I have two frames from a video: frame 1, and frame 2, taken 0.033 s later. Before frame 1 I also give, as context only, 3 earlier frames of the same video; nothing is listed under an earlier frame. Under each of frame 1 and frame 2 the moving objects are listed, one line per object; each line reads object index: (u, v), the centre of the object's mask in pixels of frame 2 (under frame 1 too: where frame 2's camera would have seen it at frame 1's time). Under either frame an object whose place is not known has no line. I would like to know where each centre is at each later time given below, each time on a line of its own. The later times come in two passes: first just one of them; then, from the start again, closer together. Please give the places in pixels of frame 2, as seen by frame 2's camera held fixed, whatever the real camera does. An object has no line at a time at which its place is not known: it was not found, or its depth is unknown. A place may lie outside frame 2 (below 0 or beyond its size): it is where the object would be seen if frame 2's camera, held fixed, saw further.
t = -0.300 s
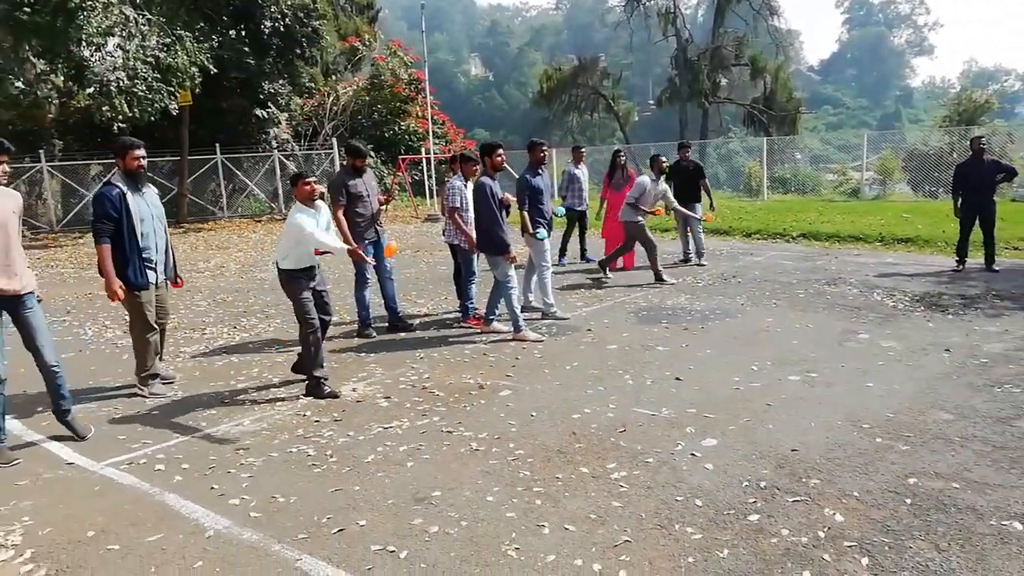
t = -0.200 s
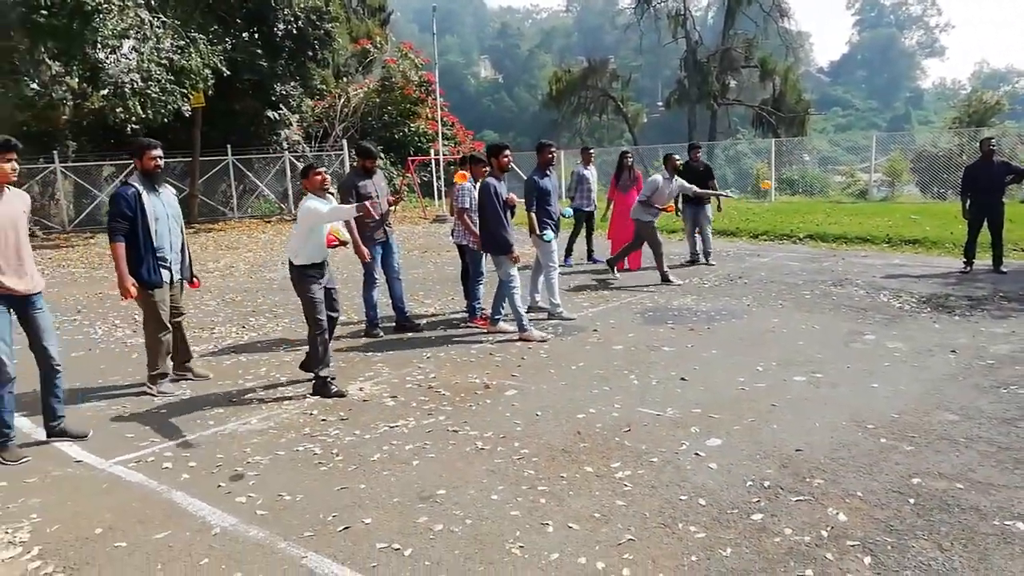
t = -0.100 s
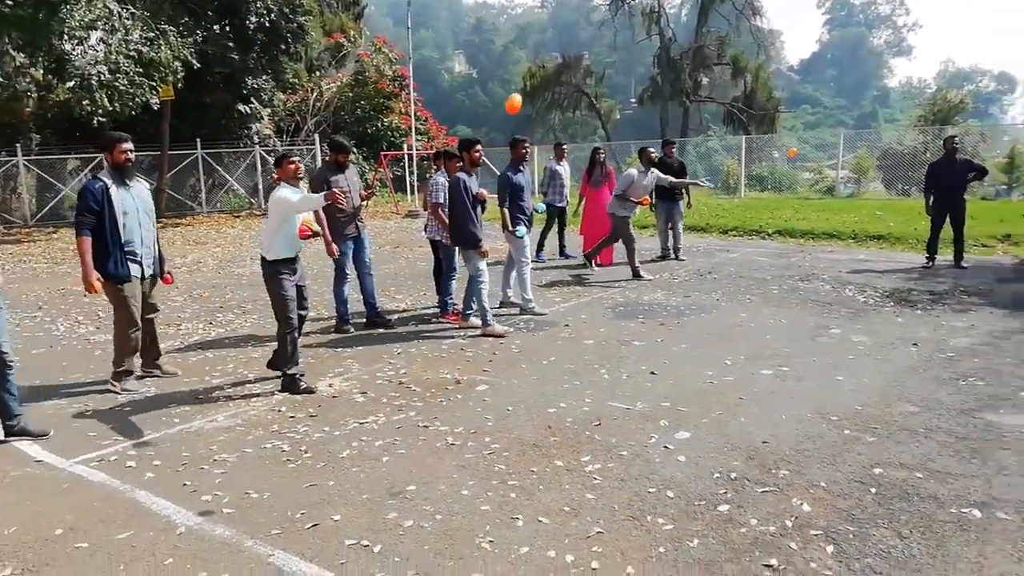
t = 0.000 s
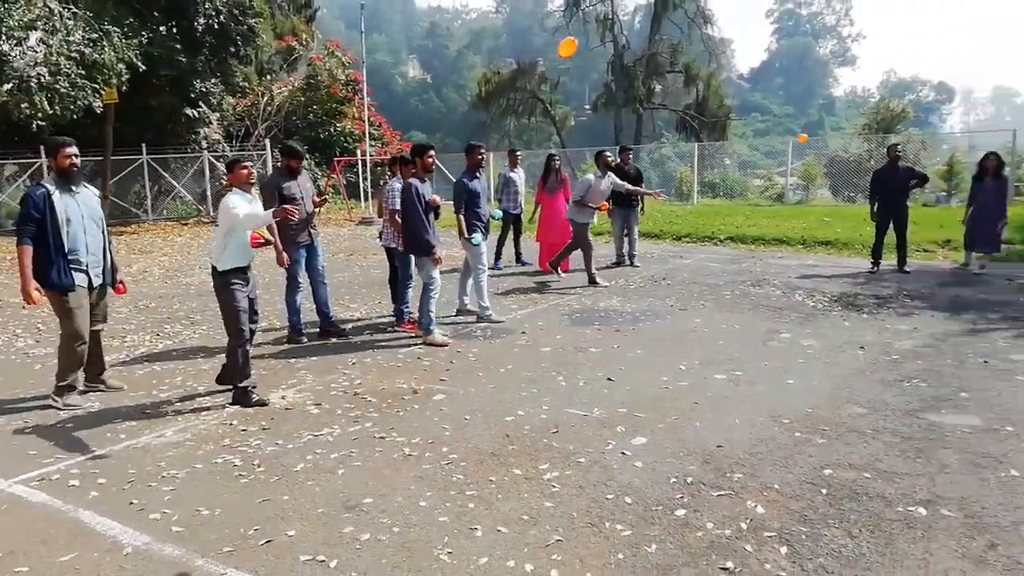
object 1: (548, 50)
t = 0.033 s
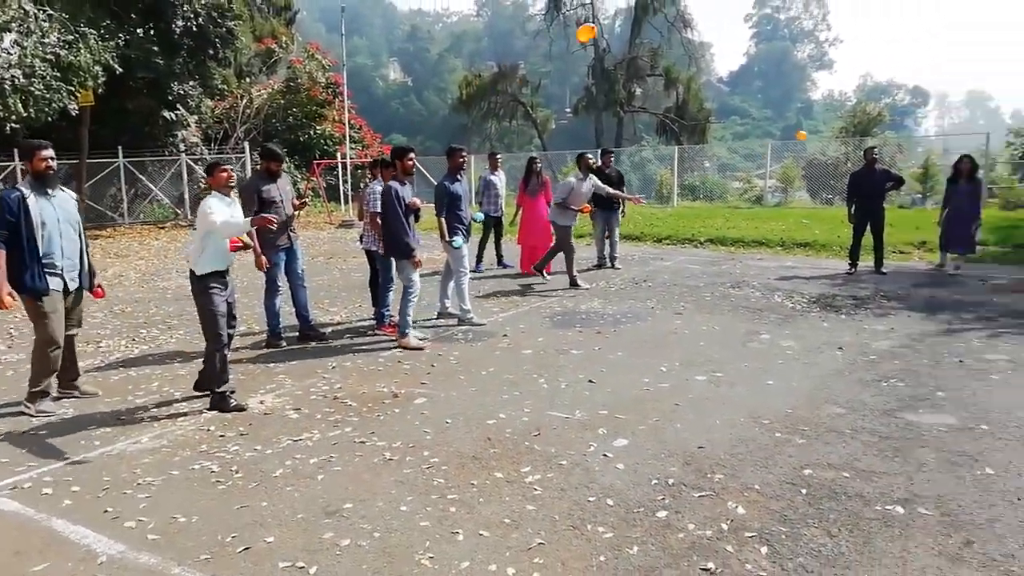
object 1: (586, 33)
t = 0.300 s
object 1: (1022, -42)
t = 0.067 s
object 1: (627, 15)
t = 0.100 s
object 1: (671, 0)
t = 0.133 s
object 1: (717, -14)
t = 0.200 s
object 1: (825, -34)
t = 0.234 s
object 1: (885, -39)
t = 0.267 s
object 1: (952, -43)
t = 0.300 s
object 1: (1022, -42)
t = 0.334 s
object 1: (1100, -35)
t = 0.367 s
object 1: (1181, -24)
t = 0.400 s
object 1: (1265, -9)
